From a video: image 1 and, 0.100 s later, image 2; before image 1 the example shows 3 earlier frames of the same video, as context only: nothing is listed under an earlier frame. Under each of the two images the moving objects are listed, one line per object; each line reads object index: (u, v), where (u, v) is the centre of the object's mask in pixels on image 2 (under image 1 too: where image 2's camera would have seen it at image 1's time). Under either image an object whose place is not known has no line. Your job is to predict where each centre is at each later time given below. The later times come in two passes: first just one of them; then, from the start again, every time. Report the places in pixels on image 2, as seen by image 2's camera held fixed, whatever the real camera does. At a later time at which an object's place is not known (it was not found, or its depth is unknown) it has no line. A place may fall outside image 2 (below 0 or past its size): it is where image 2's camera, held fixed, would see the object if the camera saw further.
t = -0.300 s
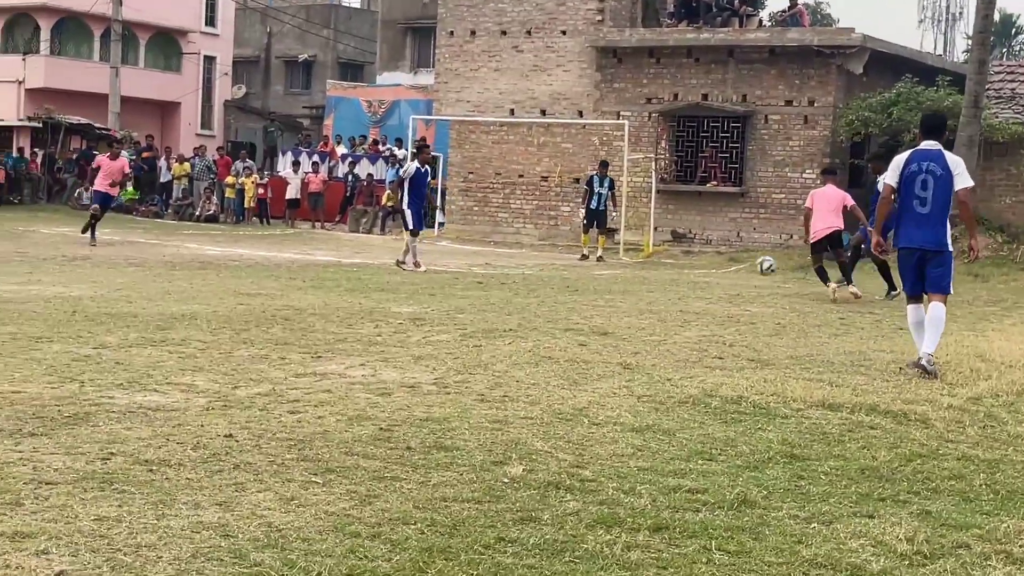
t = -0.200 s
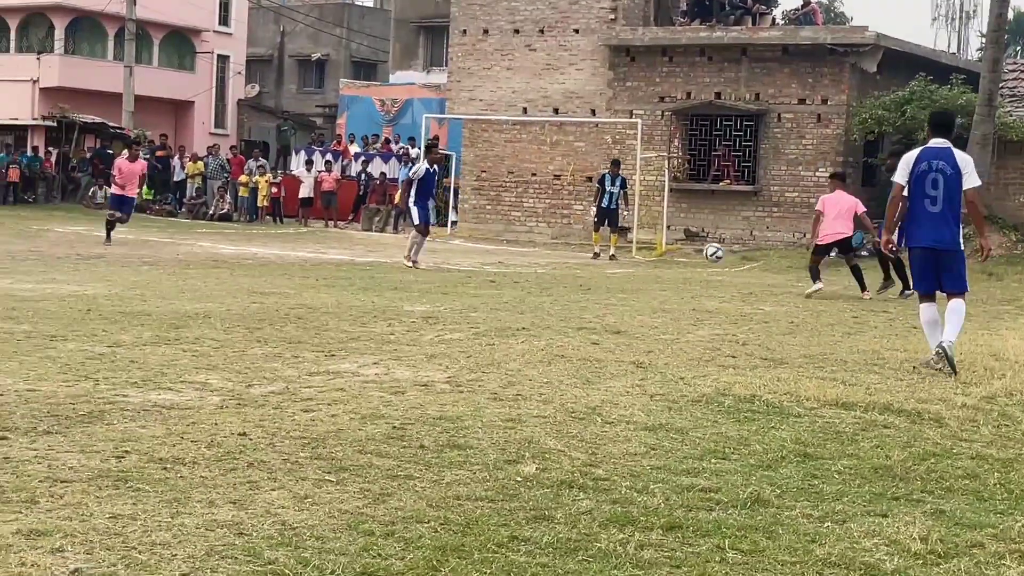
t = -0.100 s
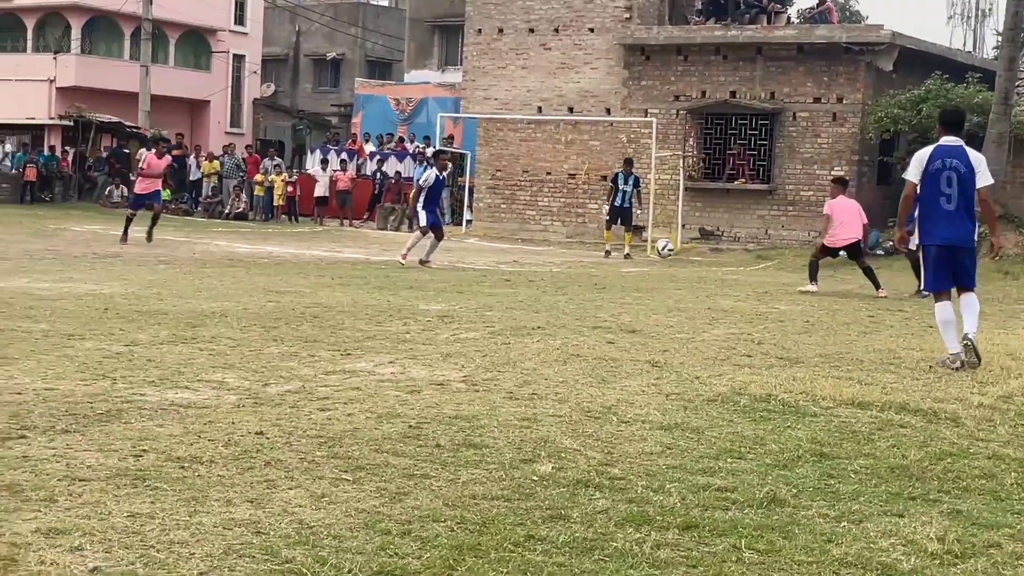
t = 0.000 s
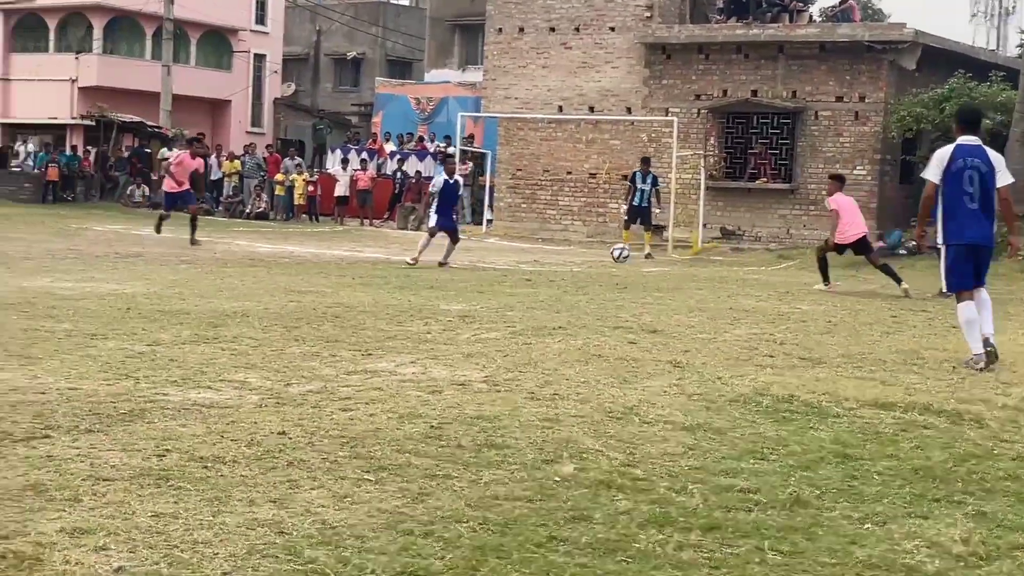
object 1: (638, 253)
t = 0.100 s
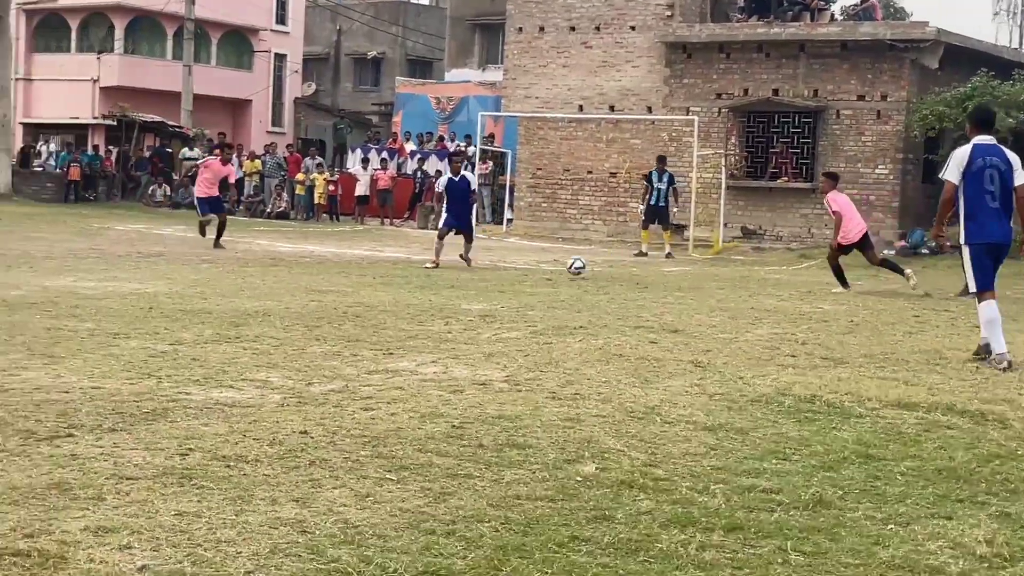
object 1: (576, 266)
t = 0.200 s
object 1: (533, 257)
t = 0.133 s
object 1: (556, 270)
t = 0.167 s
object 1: (544, 263)
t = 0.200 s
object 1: (533, 257)
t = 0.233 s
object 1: (521, 252)
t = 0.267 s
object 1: (510, 247)
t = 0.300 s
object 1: (497, 244)
